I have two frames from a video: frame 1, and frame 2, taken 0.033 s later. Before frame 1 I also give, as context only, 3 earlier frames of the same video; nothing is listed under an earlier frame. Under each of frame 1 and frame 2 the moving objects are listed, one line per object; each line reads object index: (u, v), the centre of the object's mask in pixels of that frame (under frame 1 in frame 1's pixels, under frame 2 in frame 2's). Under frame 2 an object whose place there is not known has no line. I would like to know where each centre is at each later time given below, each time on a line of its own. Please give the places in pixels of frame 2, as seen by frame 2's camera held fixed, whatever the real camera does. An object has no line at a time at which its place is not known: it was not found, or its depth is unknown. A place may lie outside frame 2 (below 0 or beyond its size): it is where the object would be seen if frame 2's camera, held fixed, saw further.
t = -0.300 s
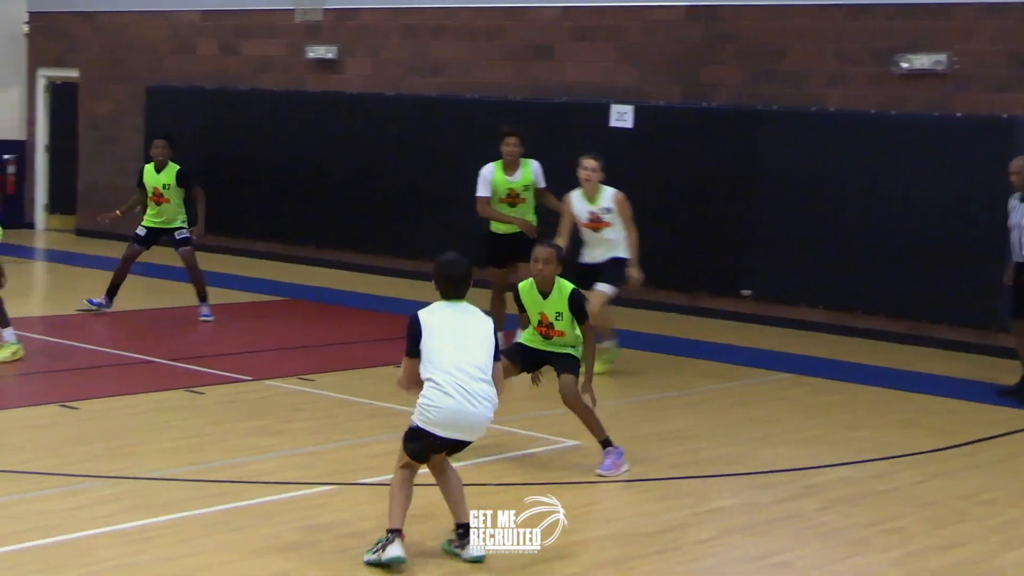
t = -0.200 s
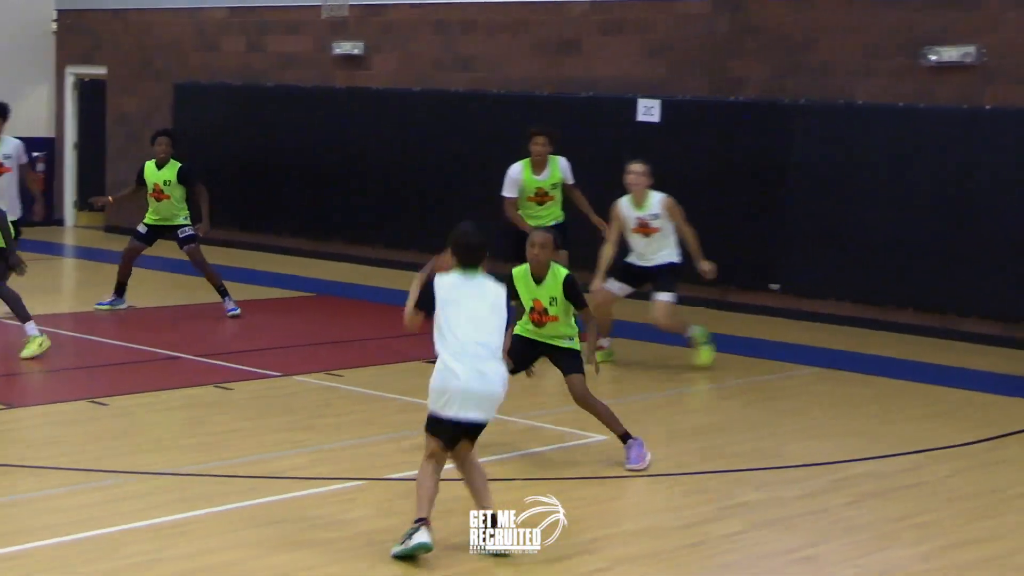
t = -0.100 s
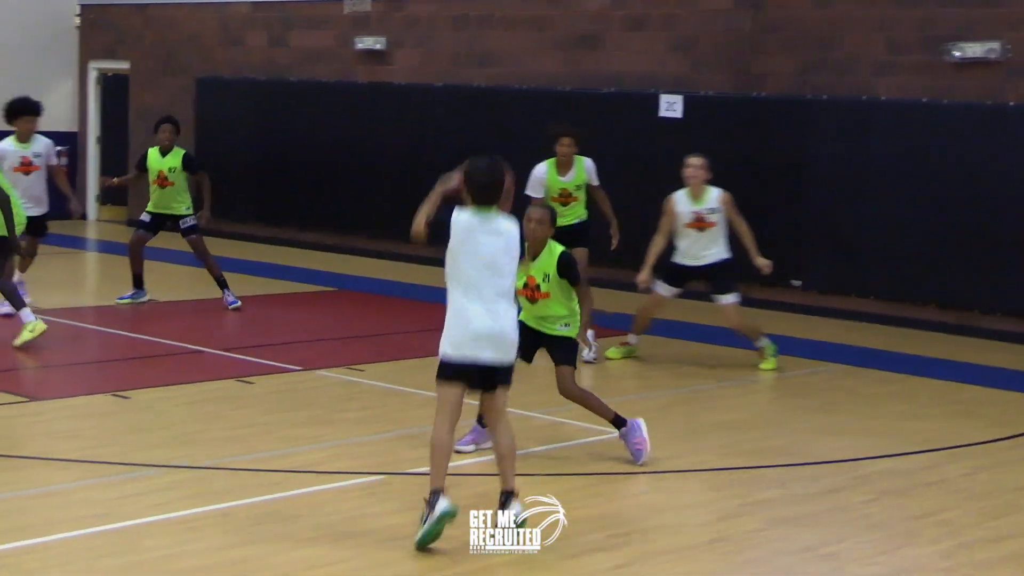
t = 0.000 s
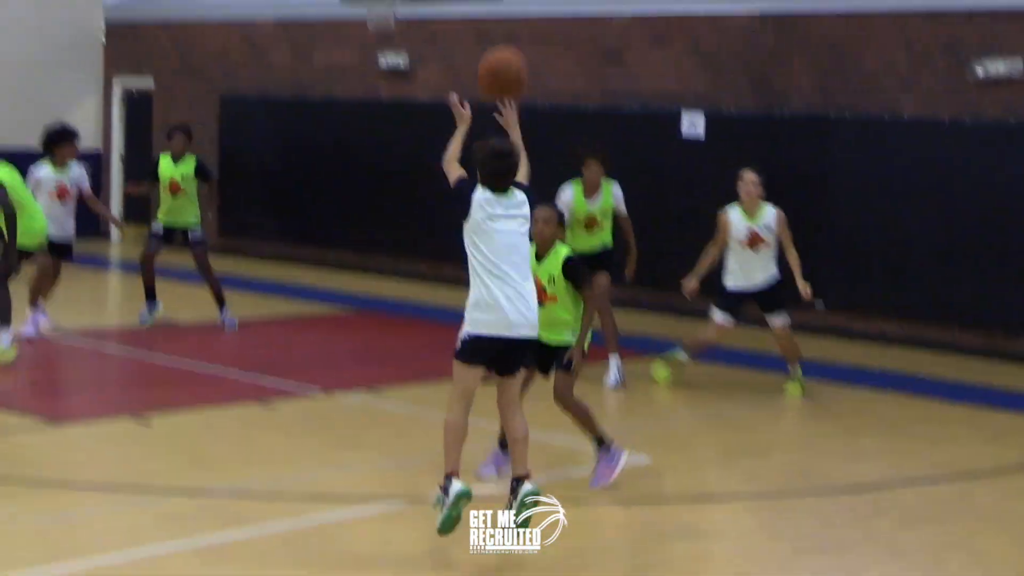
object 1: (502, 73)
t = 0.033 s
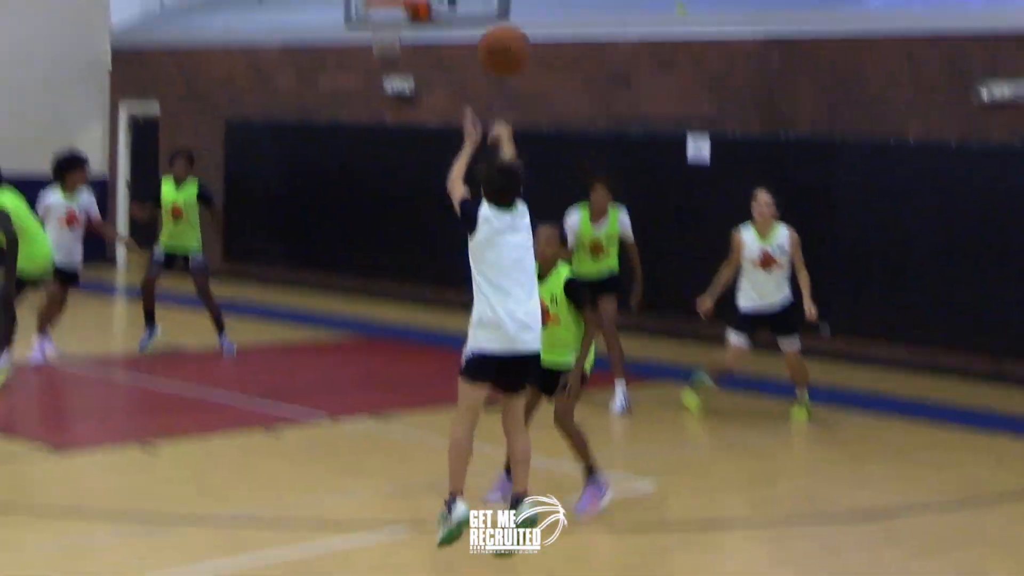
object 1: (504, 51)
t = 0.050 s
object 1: (503, 28)
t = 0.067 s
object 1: (499, 5)
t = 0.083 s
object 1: (497, -17)
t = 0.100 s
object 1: (494, -38)
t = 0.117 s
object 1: (491, -56)
